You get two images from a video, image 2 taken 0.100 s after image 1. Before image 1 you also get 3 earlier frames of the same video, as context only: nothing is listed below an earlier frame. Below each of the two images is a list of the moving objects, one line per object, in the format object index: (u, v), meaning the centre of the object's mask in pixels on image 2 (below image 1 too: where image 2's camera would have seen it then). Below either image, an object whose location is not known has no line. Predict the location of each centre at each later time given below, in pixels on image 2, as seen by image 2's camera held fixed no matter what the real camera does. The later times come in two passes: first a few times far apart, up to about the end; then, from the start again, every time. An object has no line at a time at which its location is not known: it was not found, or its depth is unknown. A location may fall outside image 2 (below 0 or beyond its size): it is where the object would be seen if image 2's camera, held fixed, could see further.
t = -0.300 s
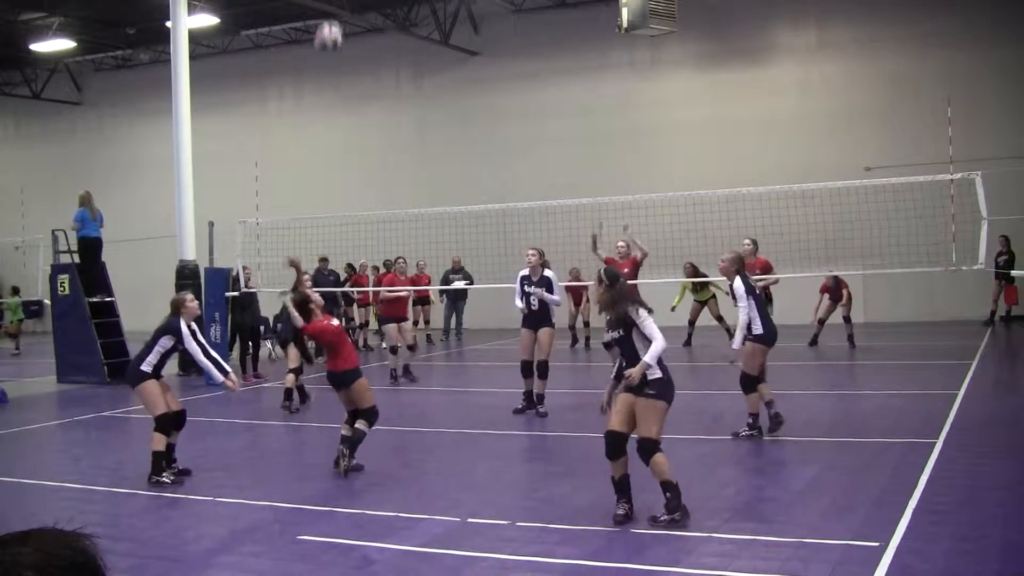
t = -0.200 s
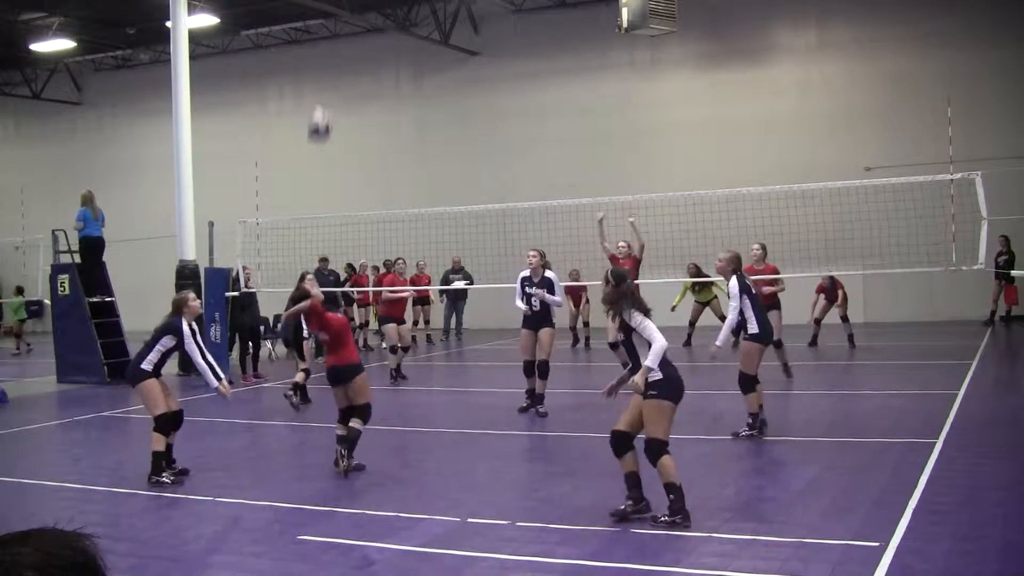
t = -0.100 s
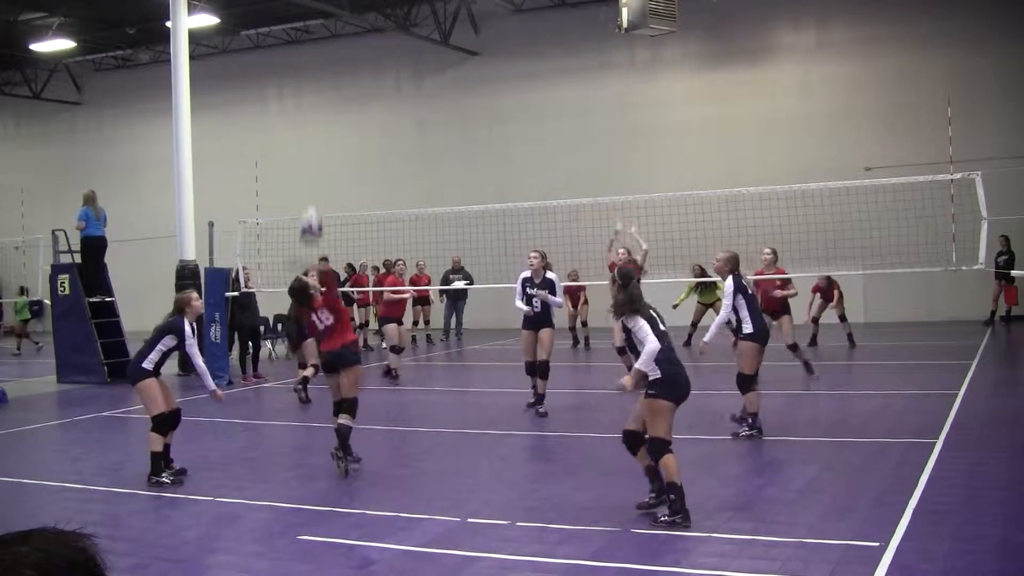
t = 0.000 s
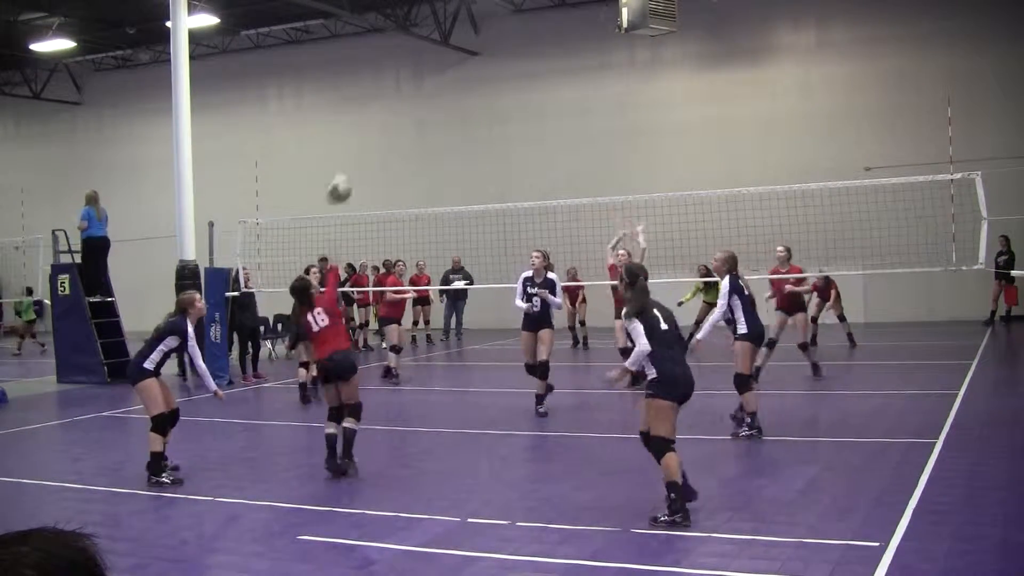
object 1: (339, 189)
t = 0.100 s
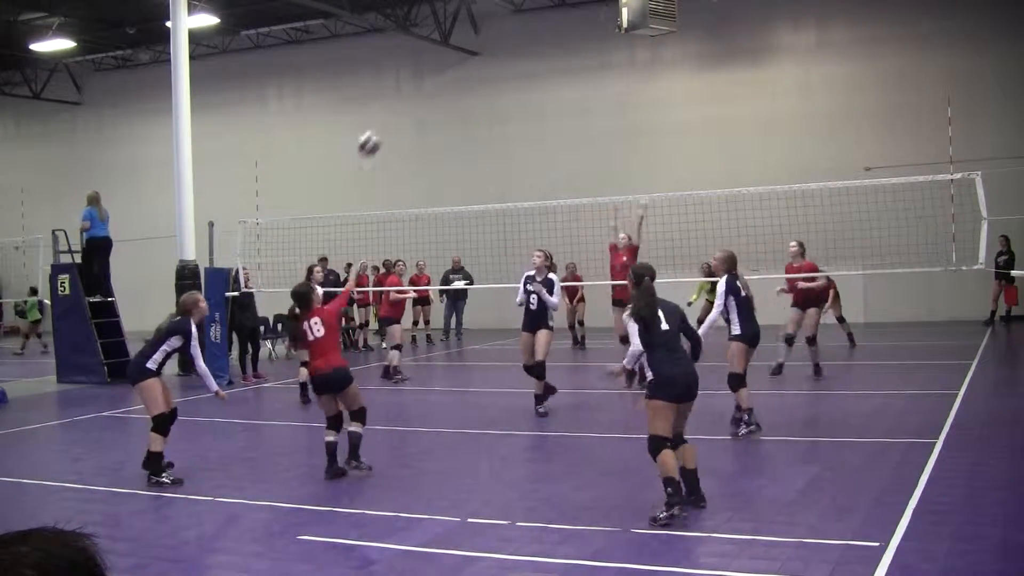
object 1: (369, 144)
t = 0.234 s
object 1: (401, 108)
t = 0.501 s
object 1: (452, 102)
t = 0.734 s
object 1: (484, 140)
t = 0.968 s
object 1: (509, 205)
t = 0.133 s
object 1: (377, 132)
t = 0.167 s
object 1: (386, 122)
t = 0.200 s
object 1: (394, 114)
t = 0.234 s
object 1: (401, 108)
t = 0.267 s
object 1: (408, 103)
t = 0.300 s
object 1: (416, 100)
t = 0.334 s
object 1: (422, 98)
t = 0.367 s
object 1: (428, 97)
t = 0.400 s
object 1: (435, 97)
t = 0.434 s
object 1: (440, 97)
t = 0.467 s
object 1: (446, 100)
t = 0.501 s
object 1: (452, 102)
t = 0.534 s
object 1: (457, 105)
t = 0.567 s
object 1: (461, 107)
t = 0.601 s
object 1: (466, 114)
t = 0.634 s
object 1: (470, 120)
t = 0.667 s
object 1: (475, 126)
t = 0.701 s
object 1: (479, 132)
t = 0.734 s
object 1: (484, 140)
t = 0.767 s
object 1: (487, 148)
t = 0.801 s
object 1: (491, 157)
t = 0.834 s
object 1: (494, 165)
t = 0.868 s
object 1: (498, 175)
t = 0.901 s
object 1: (501, 184)
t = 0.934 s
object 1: (504, 195)
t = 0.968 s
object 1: (509, 205)
